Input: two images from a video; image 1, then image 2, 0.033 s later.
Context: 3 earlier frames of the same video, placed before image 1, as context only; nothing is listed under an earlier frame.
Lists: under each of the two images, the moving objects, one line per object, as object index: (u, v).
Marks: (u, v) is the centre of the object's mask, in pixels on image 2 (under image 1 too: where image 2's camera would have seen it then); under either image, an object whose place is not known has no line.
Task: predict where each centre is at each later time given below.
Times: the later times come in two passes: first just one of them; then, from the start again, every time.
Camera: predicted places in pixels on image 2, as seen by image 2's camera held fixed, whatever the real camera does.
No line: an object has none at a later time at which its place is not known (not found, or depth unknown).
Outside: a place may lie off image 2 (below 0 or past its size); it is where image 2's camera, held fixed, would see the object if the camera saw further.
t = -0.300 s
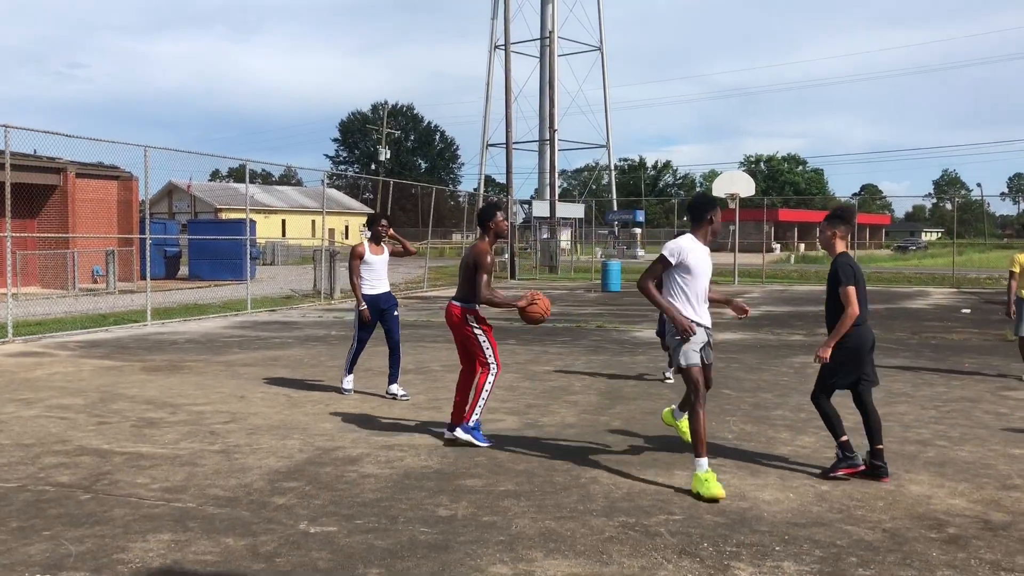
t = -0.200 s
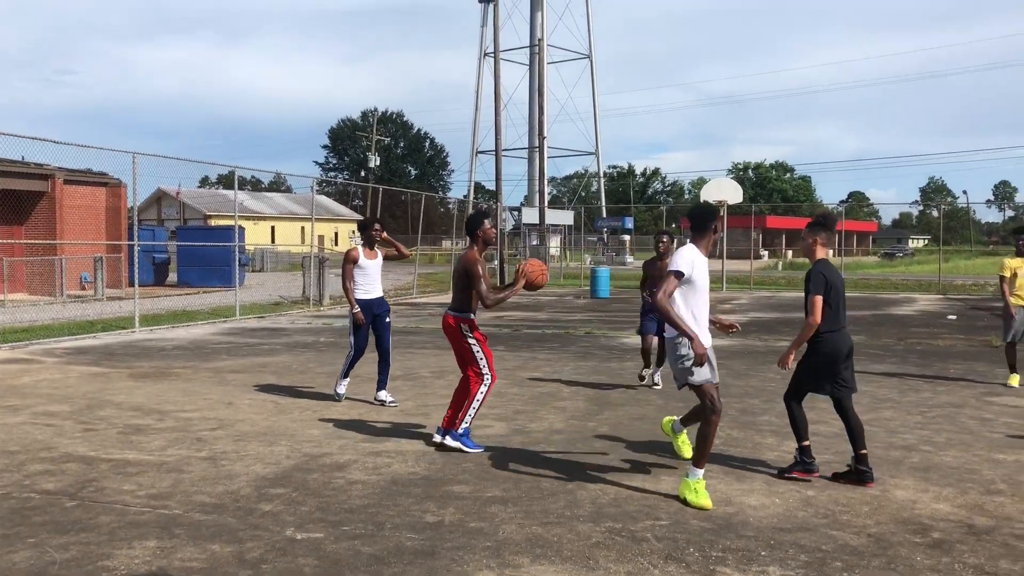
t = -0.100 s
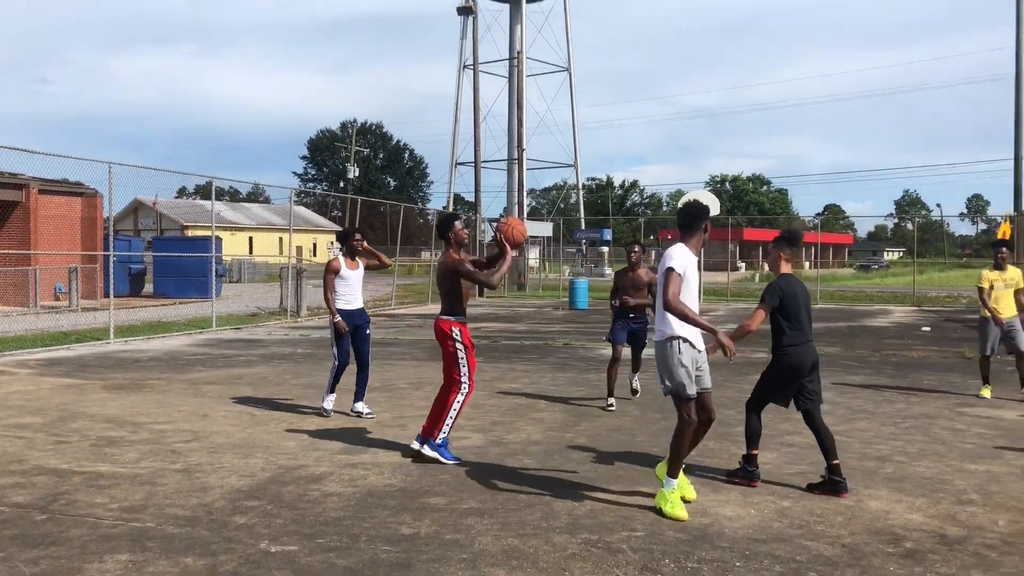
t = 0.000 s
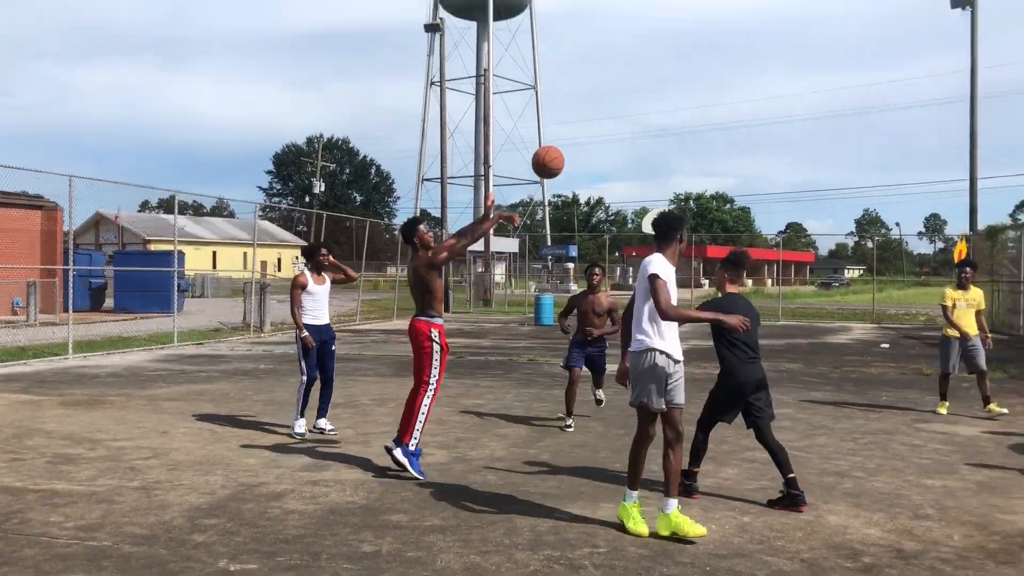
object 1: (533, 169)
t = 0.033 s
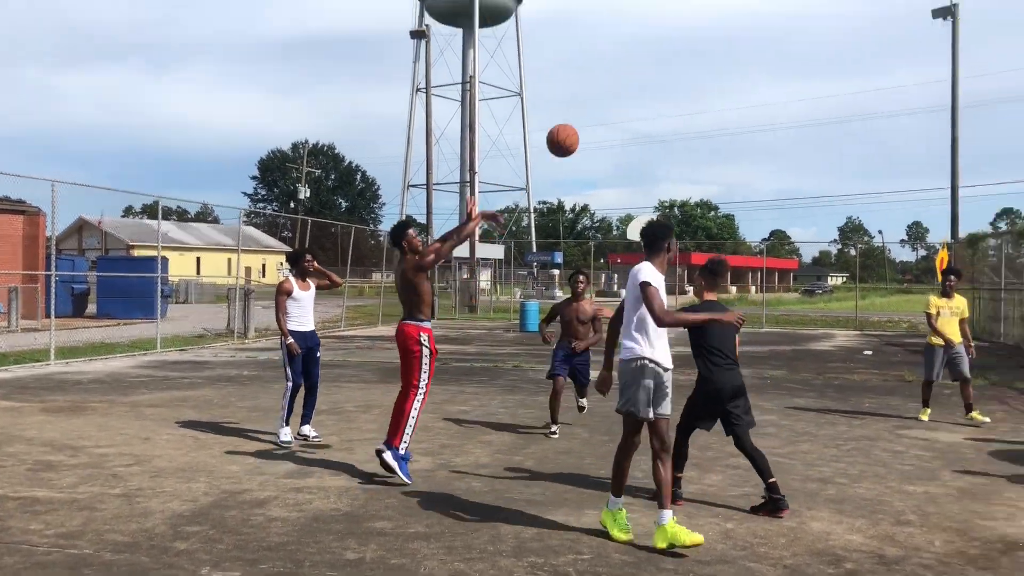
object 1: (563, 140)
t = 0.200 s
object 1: (708, 19)
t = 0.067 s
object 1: (592, 113)
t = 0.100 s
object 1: (621, 87)
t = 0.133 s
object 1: (650, 63)
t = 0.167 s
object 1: (679, 41)
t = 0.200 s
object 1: (708, 19)
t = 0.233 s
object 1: (736, 0)
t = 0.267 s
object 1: (765, -19)
